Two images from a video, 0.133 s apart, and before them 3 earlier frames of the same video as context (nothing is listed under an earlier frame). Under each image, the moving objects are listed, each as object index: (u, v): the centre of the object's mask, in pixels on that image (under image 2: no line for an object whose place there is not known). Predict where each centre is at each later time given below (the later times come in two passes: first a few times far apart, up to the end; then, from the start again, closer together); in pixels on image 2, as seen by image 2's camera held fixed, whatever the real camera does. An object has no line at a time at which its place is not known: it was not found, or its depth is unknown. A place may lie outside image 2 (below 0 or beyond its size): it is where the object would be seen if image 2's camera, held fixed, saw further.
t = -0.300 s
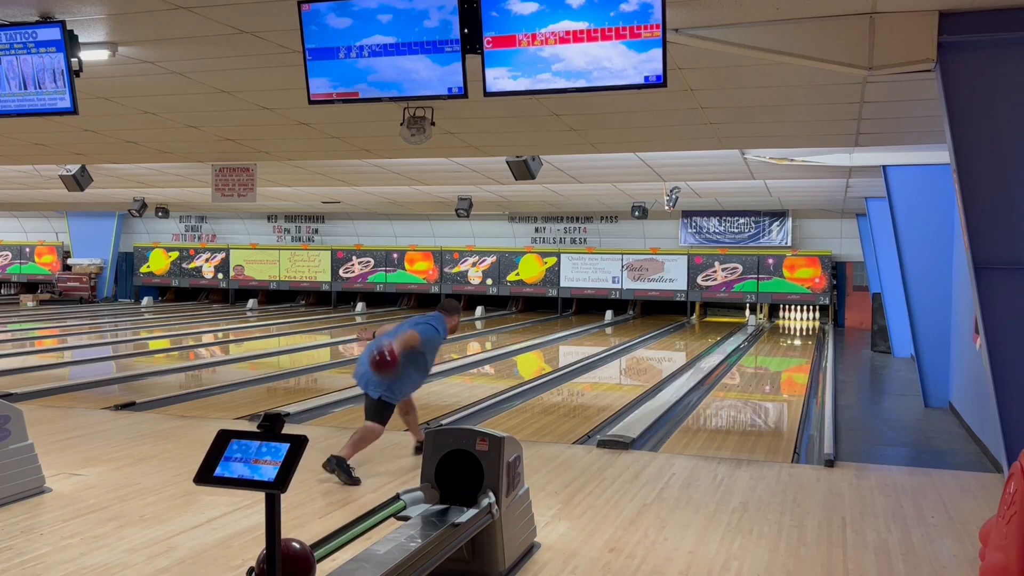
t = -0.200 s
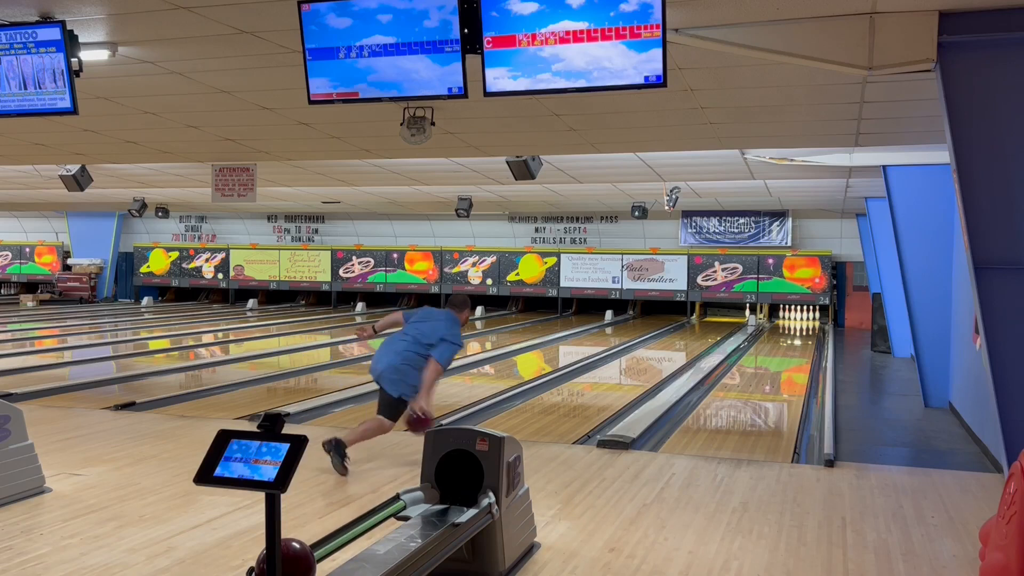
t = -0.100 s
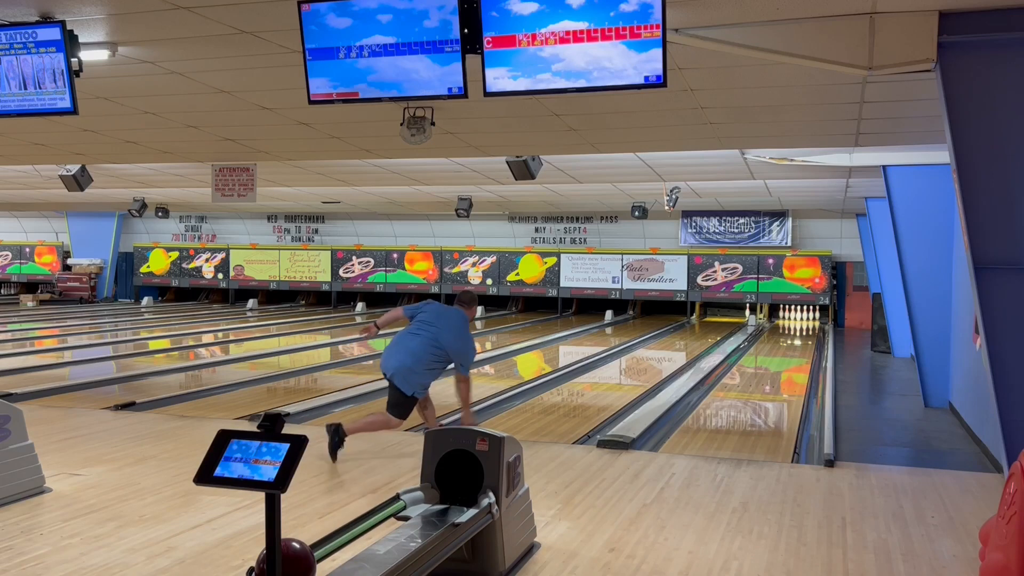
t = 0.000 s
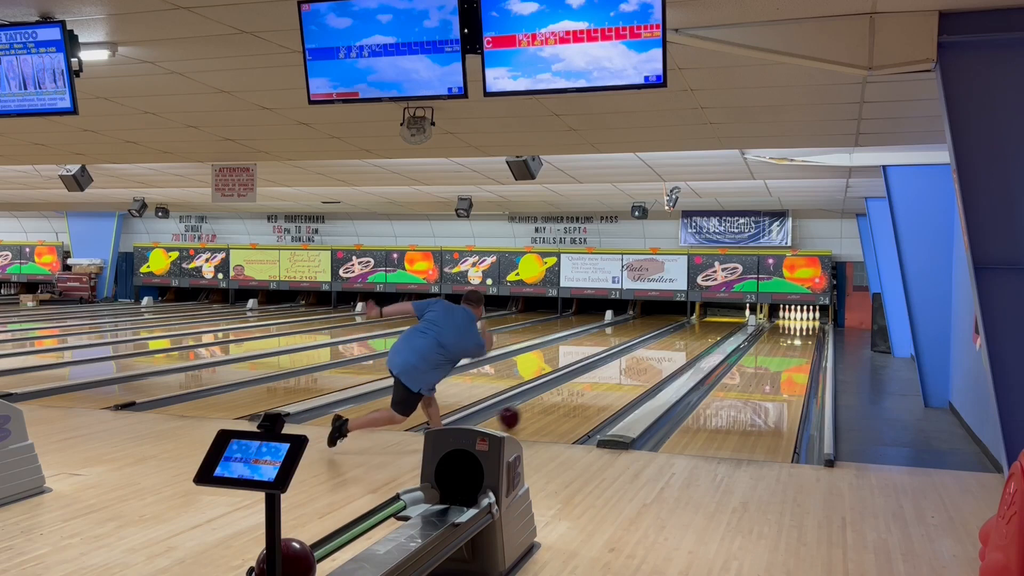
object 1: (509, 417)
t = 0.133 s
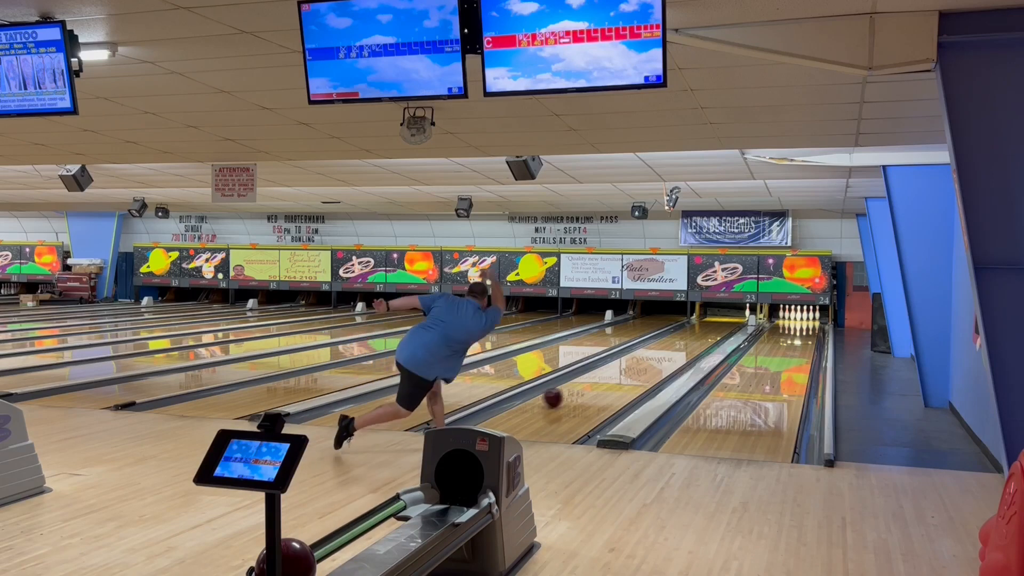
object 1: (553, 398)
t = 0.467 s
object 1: (626, 366)
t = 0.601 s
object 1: (646, 357)
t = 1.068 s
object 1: (697, 335)
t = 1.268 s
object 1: (712, 329)
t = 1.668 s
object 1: (734, 319)
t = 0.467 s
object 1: (626, 366)
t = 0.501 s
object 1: (631, 363)
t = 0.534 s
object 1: (637, 361)
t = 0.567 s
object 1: (641, 359)
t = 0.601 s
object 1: (646, 357)
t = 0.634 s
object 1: (651, 355)
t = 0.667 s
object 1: (655, 353)
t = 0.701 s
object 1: (659, 352)
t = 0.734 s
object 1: (663, 350)
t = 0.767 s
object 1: (667, 348)
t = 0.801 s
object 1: (671, 347)
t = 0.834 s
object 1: (675, 345)
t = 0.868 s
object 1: (678, 344)
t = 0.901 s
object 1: (682, 342)
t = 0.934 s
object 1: (685, 341)
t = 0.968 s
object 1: (688, 339)
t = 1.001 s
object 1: (691, 338)
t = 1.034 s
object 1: (694, 336)
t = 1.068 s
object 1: (697, 335)
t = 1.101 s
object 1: (699, 334)
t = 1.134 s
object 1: (702, 333)
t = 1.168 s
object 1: (705, 332)
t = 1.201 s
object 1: (707, 331)
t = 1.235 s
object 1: (710, 330)
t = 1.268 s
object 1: (712, 329)
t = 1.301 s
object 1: (714, 328)
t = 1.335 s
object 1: (716, 328)
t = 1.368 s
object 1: (718, 326)
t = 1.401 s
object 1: (720, 326)
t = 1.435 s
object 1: (722, 324)
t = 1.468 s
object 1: (724, 323)
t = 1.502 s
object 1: (726, 322)
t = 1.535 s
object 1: (727, 322)
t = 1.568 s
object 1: (729, 321)
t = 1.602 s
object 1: (731, 320)
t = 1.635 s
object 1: (732, 320)
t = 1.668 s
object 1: (734, 319)
